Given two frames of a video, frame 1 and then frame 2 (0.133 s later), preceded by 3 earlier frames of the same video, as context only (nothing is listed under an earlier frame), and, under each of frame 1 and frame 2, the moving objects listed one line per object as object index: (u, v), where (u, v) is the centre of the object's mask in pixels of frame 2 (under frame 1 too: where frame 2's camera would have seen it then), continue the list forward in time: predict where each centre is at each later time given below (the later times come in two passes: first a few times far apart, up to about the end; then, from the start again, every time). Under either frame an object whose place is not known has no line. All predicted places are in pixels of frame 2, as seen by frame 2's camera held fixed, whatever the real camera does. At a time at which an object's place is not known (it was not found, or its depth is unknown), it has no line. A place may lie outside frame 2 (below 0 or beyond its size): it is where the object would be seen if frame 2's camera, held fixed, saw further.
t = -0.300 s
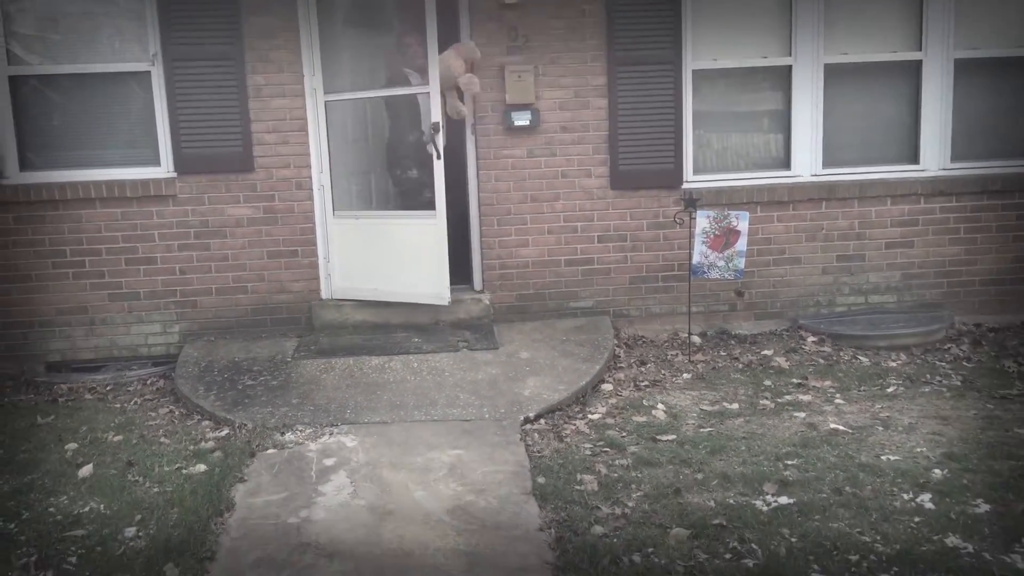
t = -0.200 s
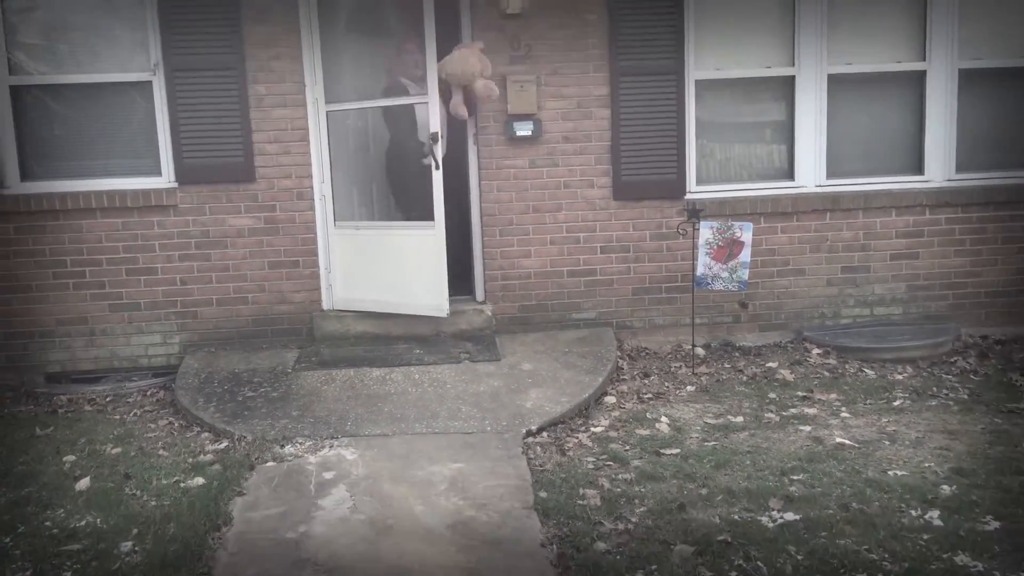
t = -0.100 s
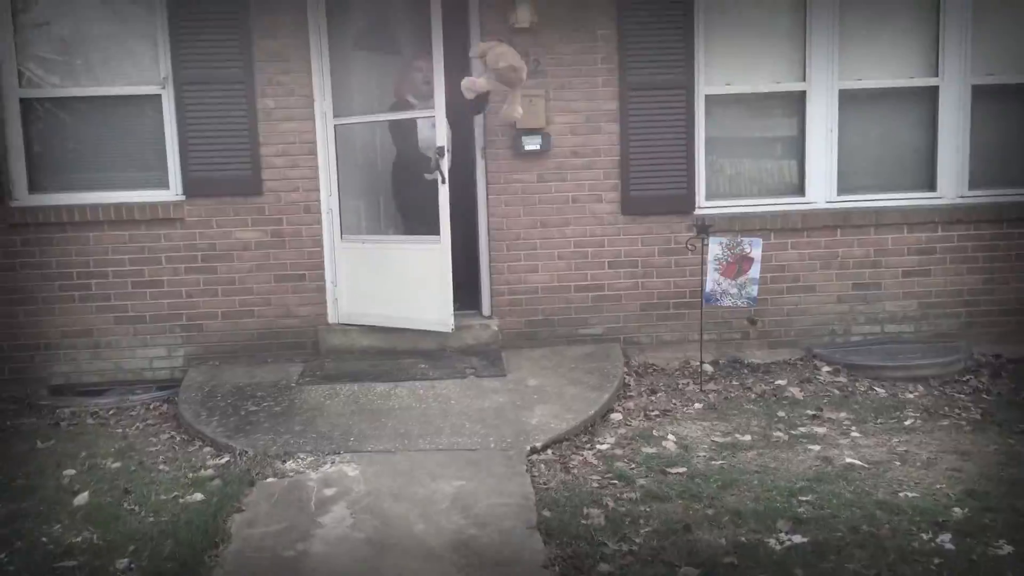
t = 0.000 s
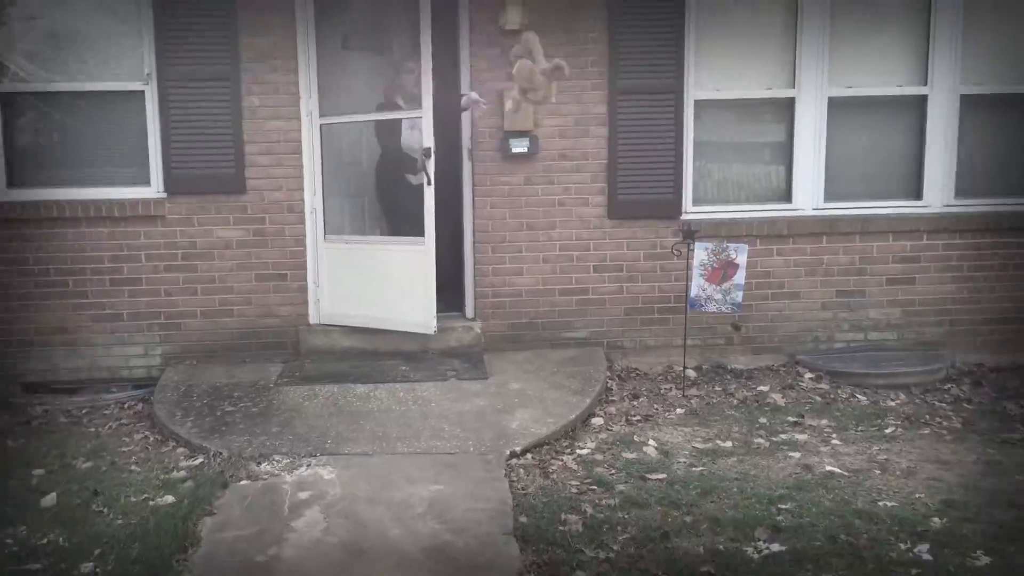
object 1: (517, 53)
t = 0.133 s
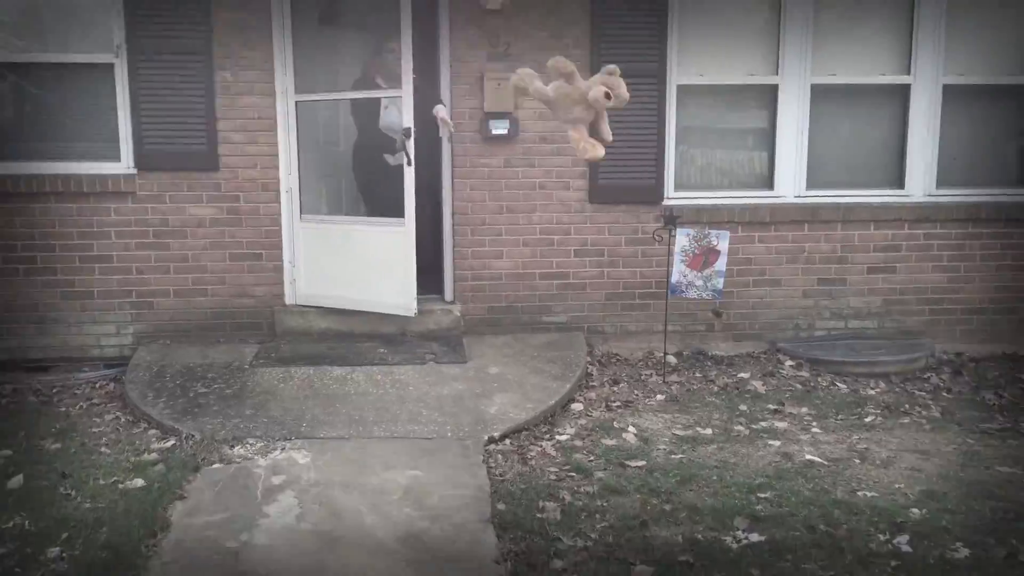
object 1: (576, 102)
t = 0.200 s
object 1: (616, 144)
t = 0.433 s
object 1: (764, 397)
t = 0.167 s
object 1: (594, 121)
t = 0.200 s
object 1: (616, 144)
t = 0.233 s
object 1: (639, 169)
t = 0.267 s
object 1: (661, 196)
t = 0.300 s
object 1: (674, 225)
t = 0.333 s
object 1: (690, 259)
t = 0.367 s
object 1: (711, 298)
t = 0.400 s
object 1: (737, 344)
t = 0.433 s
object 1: (764, 397)
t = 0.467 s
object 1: (789, 451)
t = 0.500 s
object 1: (810, 498)
